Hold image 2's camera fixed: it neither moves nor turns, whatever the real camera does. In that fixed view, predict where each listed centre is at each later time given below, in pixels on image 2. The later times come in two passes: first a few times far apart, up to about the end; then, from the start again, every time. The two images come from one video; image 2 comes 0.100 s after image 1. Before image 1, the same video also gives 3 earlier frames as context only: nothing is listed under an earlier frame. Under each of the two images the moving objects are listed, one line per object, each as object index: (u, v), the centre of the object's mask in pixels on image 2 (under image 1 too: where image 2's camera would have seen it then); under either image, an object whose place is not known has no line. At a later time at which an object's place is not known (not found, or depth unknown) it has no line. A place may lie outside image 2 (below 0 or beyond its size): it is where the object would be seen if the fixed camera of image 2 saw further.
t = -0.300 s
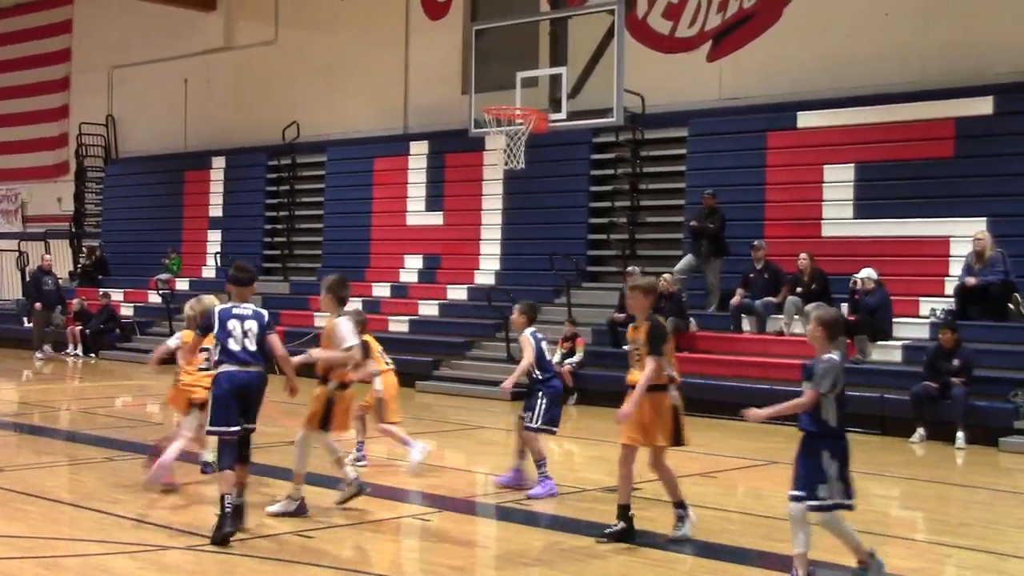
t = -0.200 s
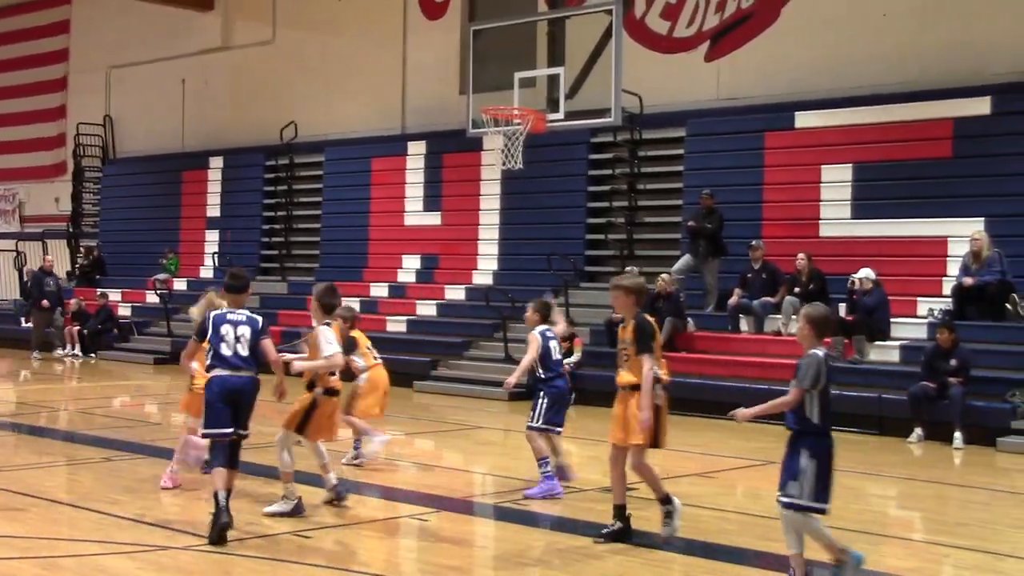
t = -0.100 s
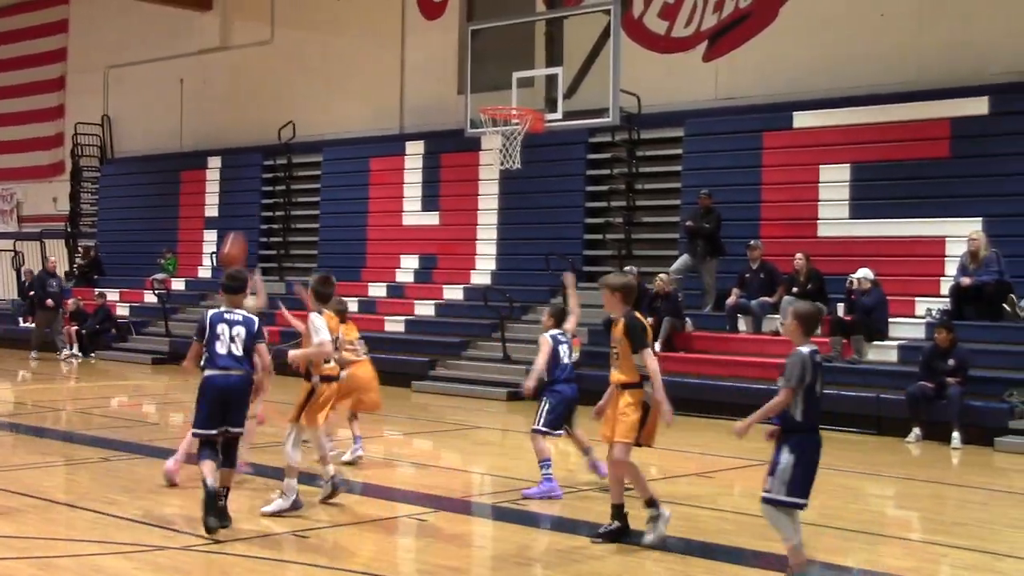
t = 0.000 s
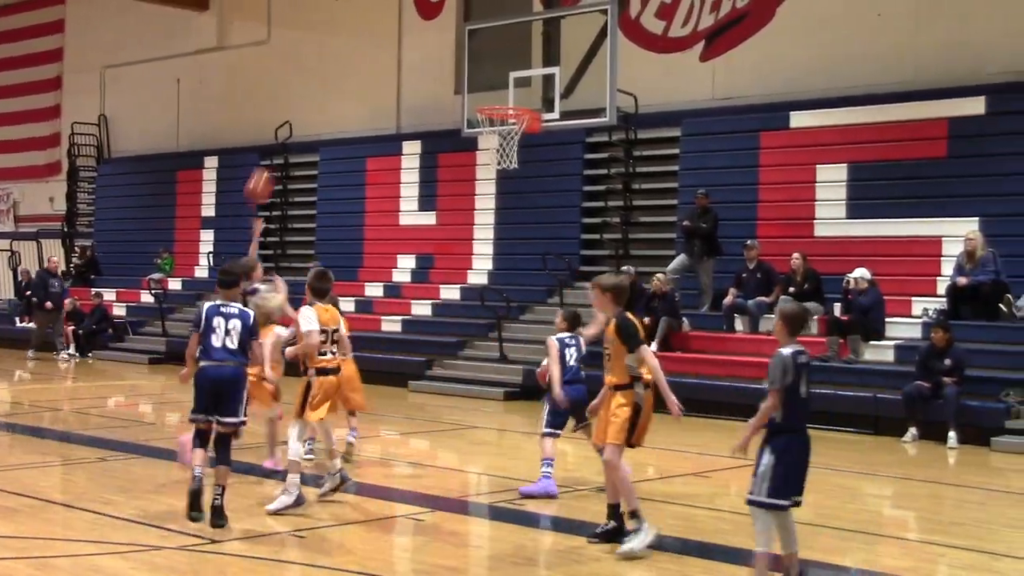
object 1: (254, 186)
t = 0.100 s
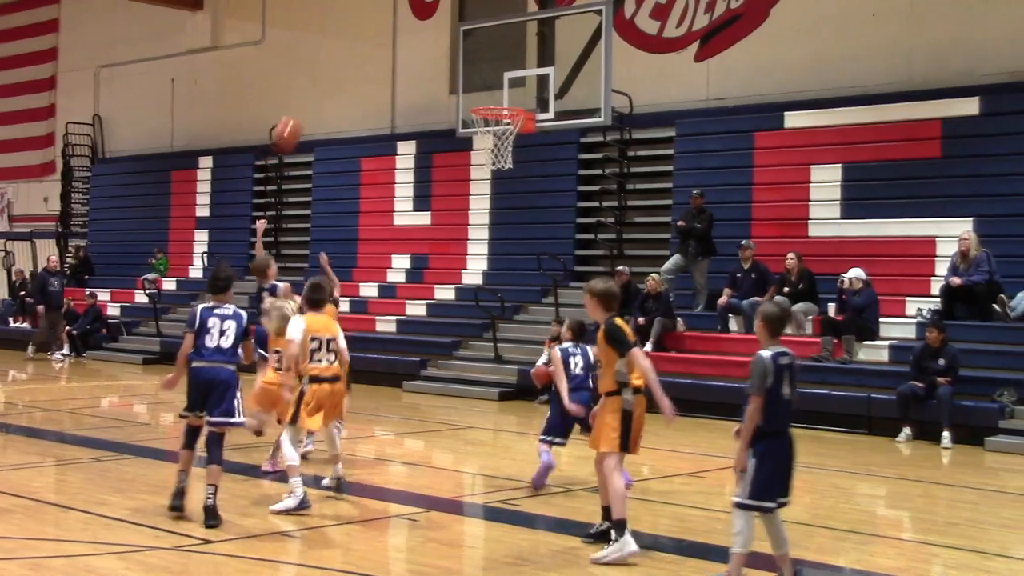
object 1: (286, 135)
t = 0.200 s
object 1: (319, 92)
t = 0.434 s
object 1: (384, 43)
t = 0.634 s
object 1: (437, 50)
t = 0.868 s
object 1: (492, 95)
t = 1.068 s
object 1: (491, 69)
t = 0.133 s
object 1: (298, 118)
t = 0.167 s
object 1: (308, 104)
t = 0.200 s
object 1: (319, 92)
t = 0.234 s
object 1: (329, 81)
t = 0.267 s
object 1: (338, 72)
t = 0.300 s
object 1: (348, 64)
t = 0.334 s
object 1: (358, 57)
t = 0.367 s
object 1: (367, 51)
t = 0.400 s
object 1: (376, 47)
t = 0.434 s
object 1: (384, 43)
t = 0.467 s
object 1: (393, 41)
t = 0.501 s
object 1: (403, 41)
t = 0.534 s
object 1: (411, 41)
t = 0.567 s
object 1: (419, 43)
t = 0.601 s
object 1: (427, 45)
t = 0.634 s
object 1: (437, 50)
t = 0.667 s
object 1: (446, 55)
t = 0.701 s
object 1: (455, 61)
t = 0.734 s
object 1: (464, 69)
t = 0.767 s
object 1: (471, 77)
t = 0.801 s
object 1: (479, 87)
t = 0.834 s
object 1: (487, 96)
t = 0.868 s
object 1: (492, 95)
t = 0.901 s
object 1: (496, 89)
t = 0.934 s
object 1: (499, 82)
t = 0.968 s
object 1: (500, 77)
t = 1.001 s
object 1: (498, 73)
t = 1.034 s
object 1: (495, 71)
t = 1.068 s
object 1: (491, 69)
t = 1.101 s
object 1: (489, 69)
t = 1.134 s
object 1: (486, 69)
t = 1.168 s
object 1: (484, 70)
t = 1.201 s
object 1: (480, 73)
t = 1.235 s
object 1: (476, 77)
